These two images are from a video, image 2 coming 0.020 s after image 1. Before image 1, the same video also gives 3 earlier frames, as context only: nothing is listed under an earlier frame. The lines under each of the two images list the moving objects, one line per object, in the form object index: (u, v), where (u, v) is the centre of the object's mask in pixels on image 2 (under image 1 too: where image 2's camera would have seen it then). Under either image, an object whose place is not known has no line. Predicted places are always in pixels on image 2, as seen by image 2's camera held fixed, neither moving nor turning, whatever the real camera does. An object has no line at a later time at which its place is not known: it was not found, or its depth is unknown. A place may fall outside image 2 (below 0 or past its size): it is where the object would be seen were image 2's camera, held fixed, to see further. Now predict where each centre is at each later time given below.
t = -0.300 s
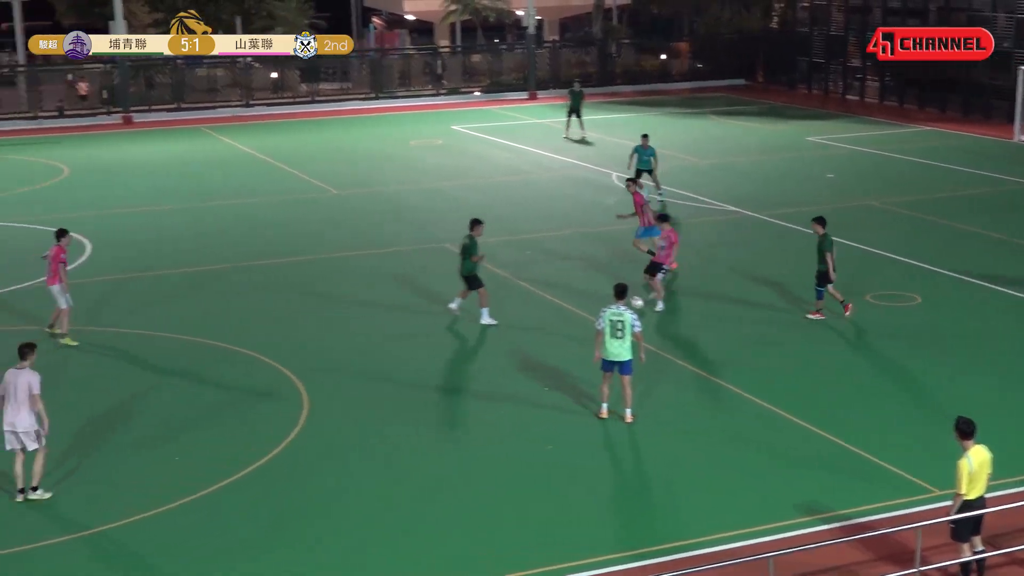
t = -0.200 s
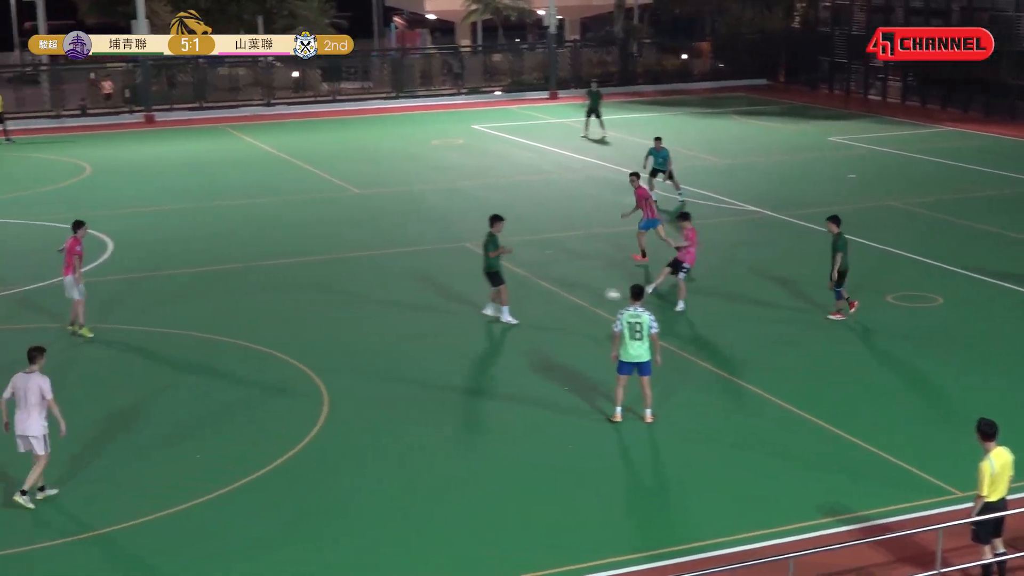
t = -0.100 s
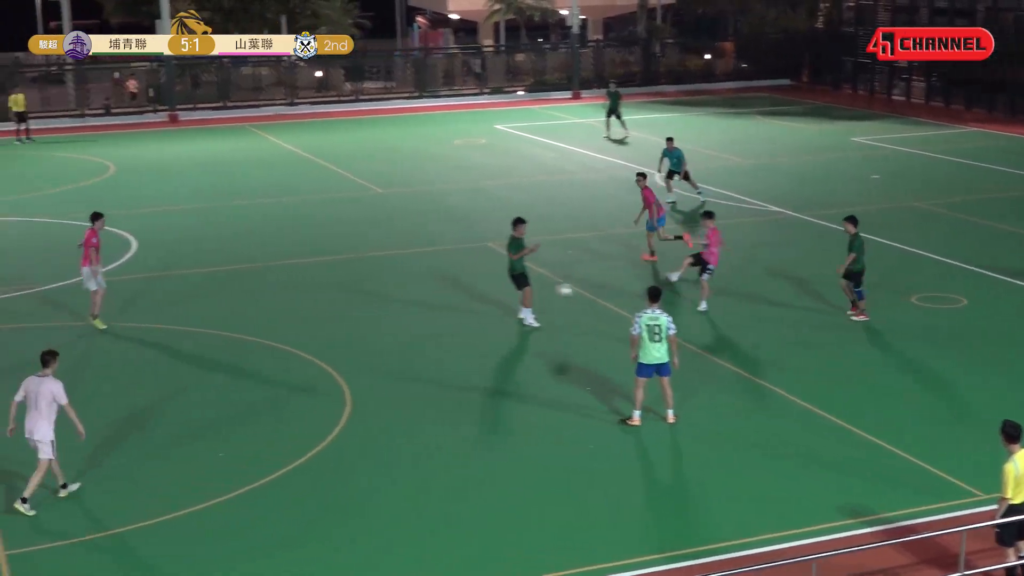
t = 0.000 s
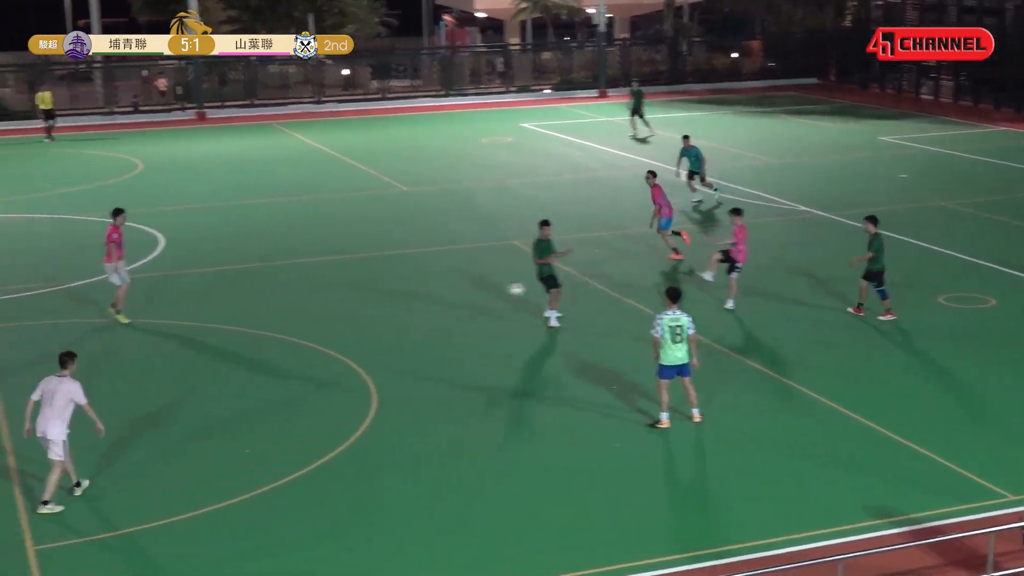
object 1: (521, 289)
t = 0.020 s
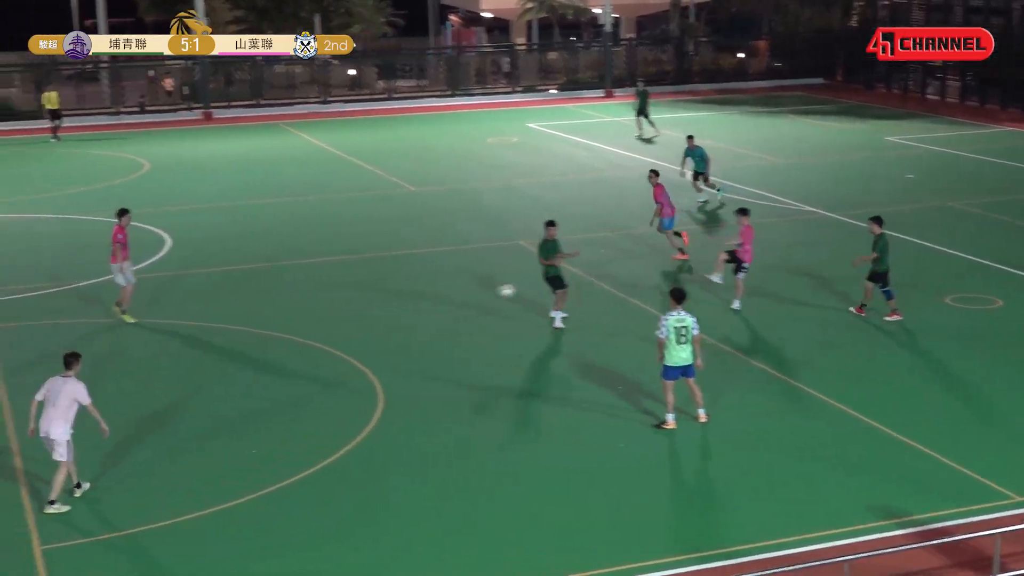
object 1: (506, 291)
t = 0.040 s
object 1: (492, 291)
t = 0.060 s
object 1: (478, 292)
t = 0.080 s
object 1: (463, 294)
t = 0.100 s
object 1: (449, 295)
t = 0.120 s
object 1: (434, 297)
